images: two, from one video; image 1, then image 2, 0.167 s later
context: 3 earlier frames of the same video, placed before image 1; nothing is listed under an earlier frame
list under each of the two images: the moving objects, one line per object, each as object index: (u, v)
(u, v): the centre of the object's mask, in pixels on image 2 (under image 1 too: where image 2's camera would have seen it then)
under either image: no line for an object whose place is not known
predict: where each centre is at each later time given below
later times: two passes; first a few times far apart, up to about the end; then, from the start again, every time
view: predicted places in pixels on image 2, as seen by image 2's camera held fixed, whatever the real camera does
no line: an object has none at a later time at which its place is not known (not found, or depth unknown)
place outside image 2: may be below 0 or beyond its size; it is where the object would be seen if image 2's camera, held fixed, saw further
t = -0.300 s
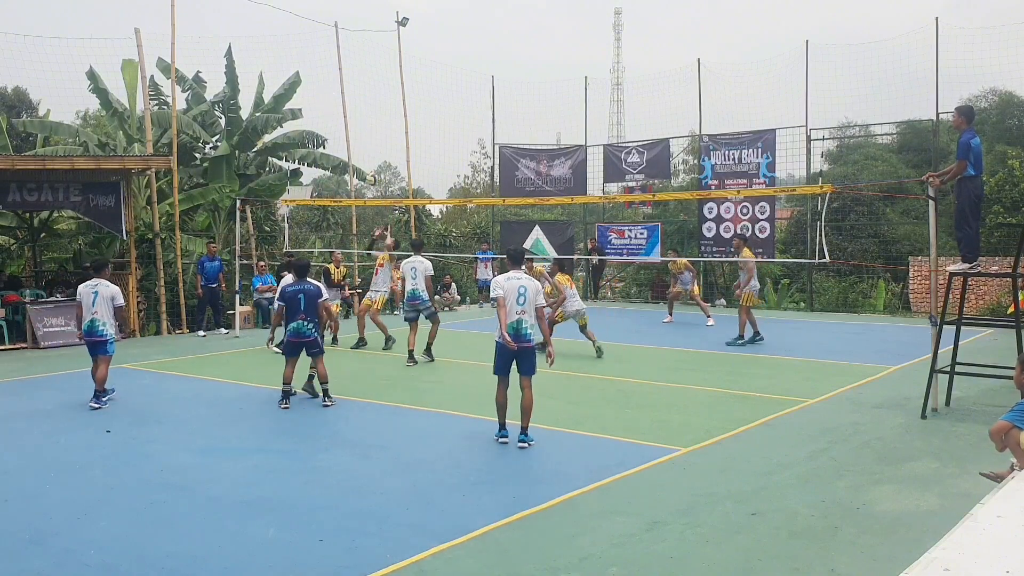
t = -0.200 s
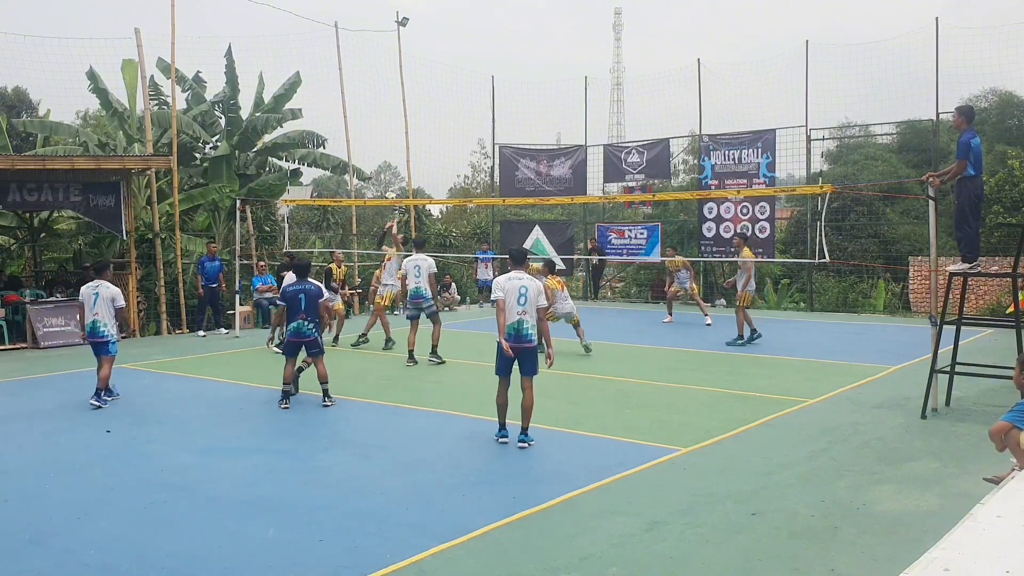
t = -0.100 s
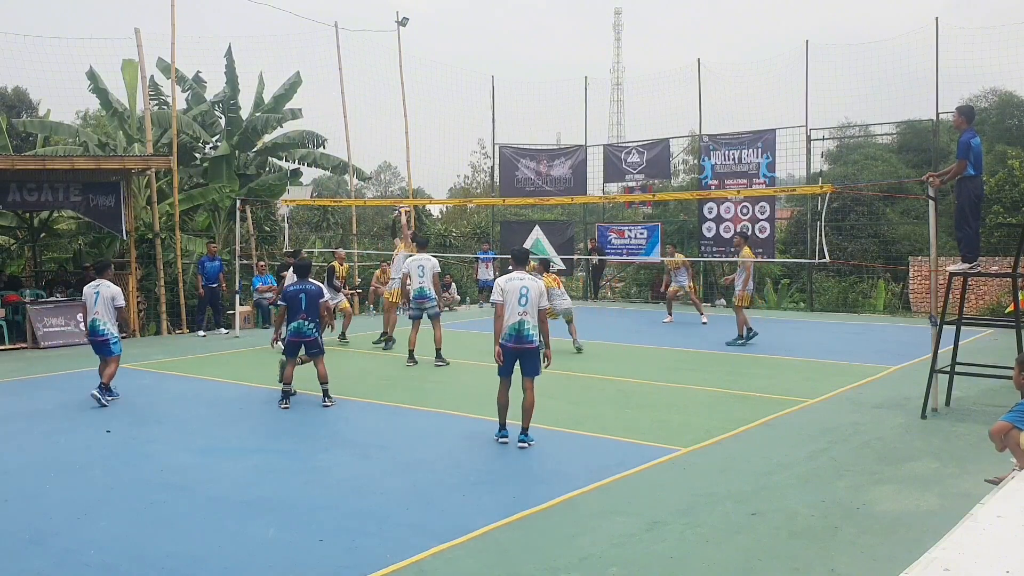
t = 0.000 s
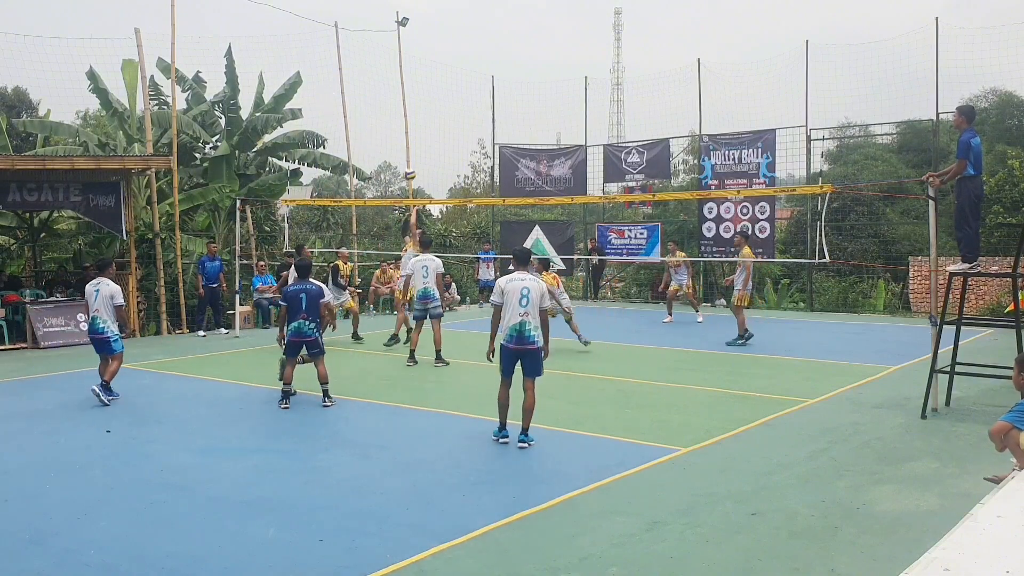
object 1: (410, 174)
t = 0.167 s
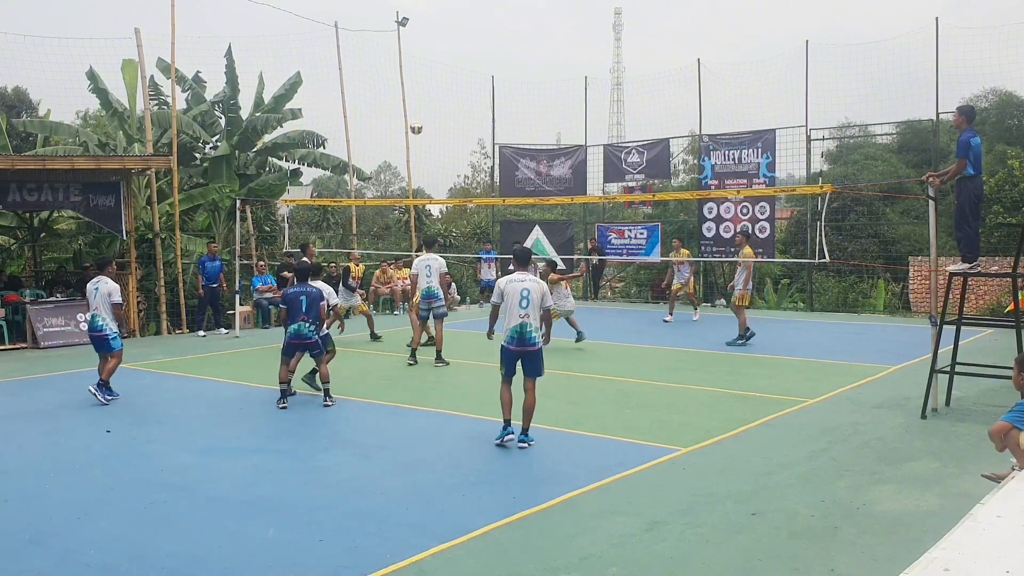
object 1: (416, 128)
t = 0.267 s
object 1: (421, 109)
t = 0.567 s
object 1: (435, 89)
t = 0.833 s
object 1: (448, 117)
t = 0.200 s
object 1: (418, 121)
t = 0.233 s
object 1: (419, 114)
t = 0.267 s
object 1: (421, 109)
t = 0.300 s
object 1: (422, 103)
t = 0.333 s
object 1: (424, 99)
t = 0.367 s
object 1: (425, 95)
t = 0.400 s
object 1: (427, 93)
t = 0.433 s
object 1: (429, 91)
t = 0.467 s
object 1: (431, 89)
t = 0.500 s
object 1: (432, 88)
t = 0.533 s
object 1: (434, 88)
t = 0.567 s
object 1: (435, 89)
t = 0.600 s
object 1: (437, 90)
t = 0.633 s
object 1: (439, 92)
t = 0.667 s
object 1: (440, 94)
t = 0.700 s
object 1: (442, 98)
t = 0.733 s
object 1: (444, 101)
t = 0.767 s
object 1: (445, 106)
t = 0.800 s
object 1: (447, 111)
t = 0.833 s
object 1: (448, 117)
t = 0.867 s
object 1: (450, 124)
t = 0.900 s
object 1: (452, 131)
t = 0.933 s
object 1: (453, 138)
